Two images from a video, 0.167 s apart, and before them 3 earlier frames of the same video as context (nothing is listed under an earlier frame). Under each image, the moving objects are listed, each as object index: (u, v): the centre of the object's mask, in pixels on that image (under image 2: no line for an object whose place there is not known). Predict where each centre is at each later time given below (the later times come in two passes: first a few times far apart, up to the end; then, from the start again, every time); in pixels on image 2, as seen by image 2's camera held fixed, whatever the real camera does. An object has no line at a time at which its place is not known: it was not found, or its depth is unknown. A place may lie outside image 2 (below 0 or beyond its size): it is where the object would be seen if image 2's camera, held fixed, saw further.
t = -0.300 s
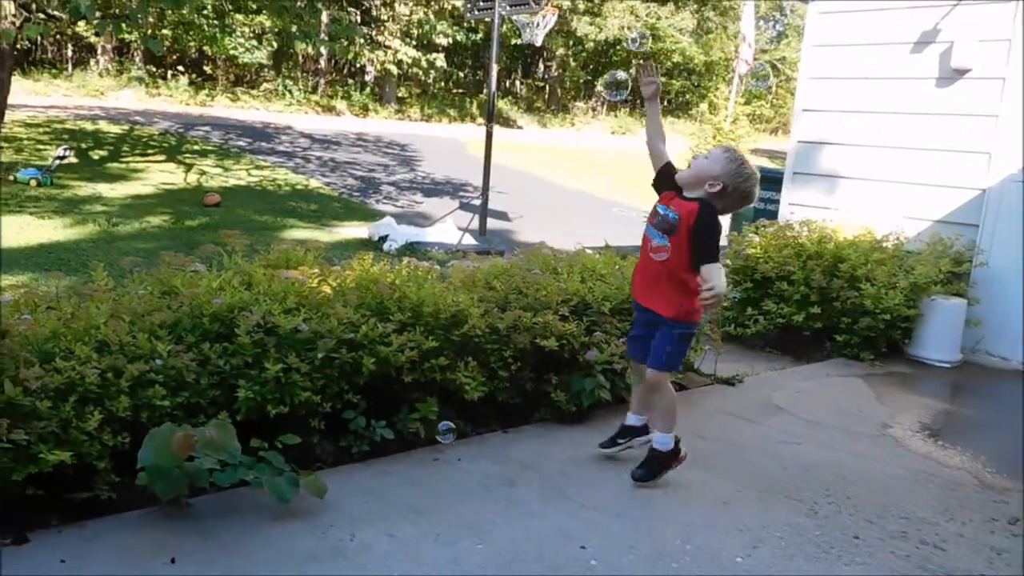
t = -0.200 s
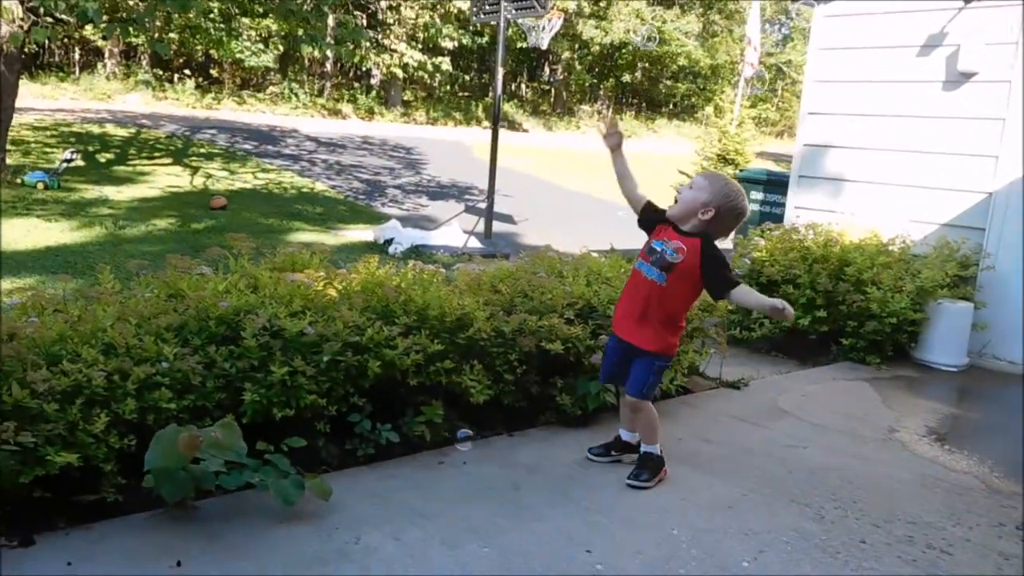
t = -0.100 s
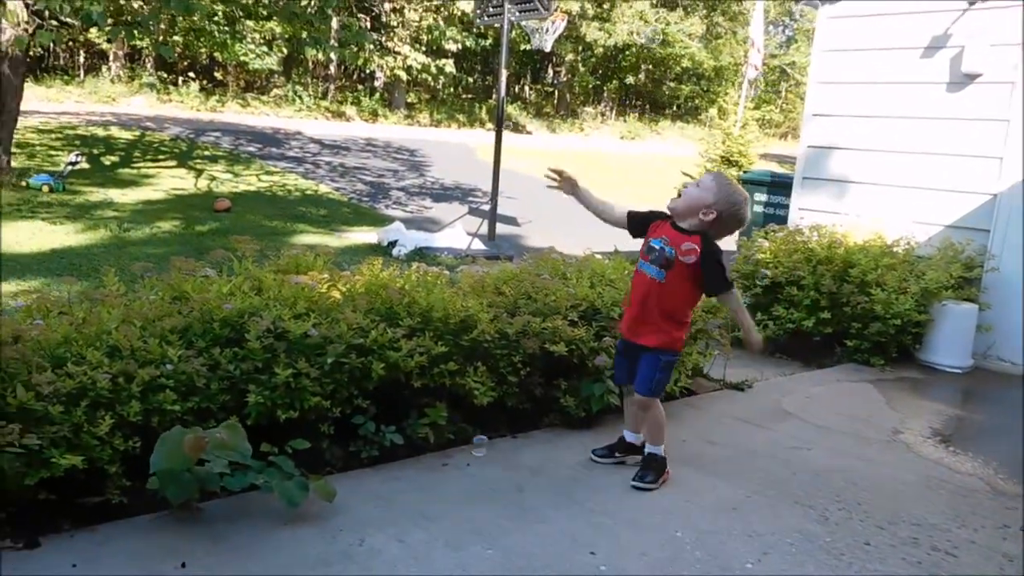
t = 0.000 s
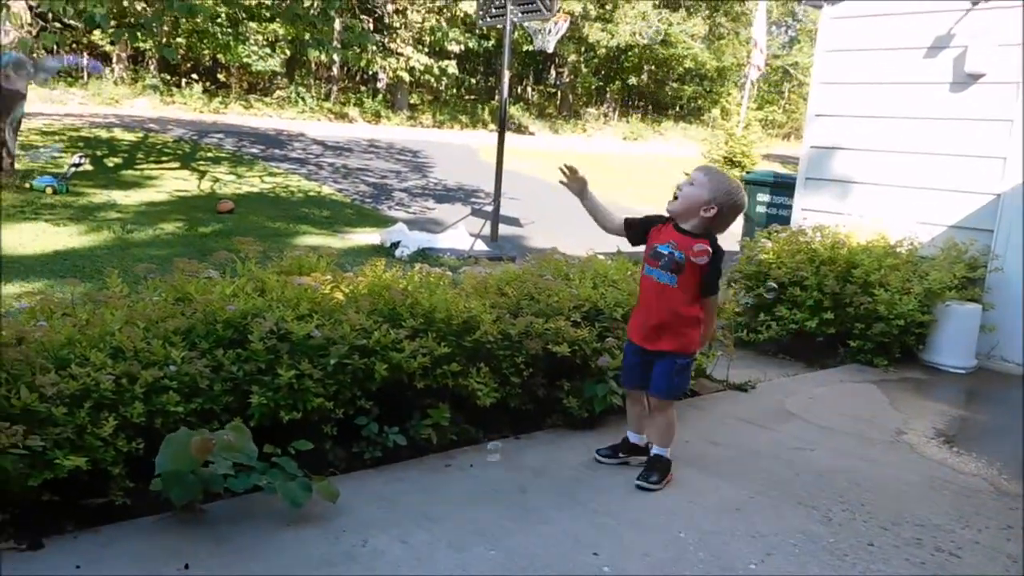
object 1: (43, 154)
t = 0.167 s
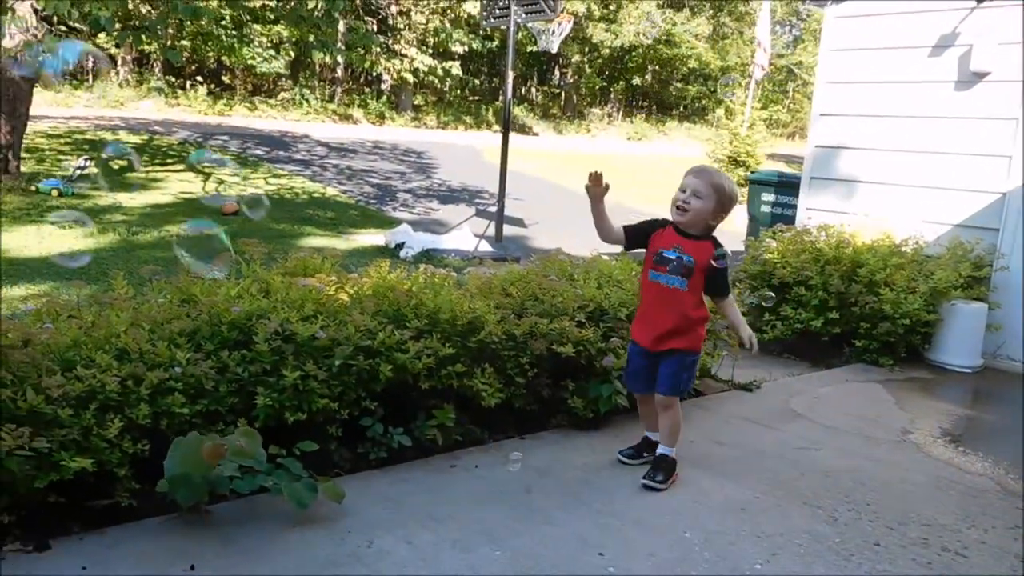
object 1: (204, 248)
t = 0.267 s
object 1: (236, 311)
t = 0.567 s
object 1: (262, 417)
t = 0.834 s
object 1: (208, 394)
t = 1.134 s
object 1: (99, 413)
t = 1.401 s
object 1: (18, 459)
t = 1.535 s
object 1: (8, 533)
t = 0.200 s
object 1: (216, 272)
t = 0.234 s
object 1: (228, 293)
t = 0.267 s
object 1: (236, 311)
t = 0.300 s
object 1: (245, 329)
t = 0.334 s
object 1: (254, 348)
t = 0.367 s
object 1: (260, 364)
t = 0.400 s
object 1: (265, 380)
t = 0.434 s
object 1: (269, 393)
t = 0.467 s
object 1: (269, 403)
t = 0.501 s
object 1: (269, 412)
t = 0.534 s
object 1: (266, 415)
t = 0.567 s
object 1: (262, 417)
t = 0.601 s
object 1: (256, 416)
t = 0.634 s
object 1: (251, 413)
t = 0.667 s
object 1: (244, 408)
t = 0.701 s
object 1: (238, 405)
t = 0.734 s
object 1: (232, 401)
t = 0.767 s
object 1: (225, 397)
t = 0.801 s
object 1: (218, 395)
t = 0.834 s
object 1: (208, 394)
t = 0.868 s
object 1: (198, 393)
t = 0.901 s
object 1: (187, 394)
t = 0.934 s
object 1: (176, 395)
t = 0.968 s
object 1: (164, 398)
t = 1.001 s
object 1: (151, 401)
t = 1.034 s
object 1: (138, 404)
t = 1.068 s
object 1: (125, 407)
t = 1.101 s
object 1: (112, 410)
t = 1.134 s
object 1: (99, 413)
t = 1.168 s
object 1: (85, 416)
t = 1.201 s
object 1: (72, 418)
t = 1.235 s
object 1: (59, 421)
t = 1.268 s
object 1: (48, 425)
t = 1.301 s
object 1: (38, 431)
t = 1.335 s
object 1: (29, 438)
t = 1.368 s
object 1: (22, 447)
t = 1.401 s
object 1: (18, 459)
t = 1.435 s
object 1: (15, 474)
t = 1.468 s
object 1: (12, 492)
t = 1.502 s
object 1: (10, 511)
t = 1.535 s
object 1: (8, 533)
